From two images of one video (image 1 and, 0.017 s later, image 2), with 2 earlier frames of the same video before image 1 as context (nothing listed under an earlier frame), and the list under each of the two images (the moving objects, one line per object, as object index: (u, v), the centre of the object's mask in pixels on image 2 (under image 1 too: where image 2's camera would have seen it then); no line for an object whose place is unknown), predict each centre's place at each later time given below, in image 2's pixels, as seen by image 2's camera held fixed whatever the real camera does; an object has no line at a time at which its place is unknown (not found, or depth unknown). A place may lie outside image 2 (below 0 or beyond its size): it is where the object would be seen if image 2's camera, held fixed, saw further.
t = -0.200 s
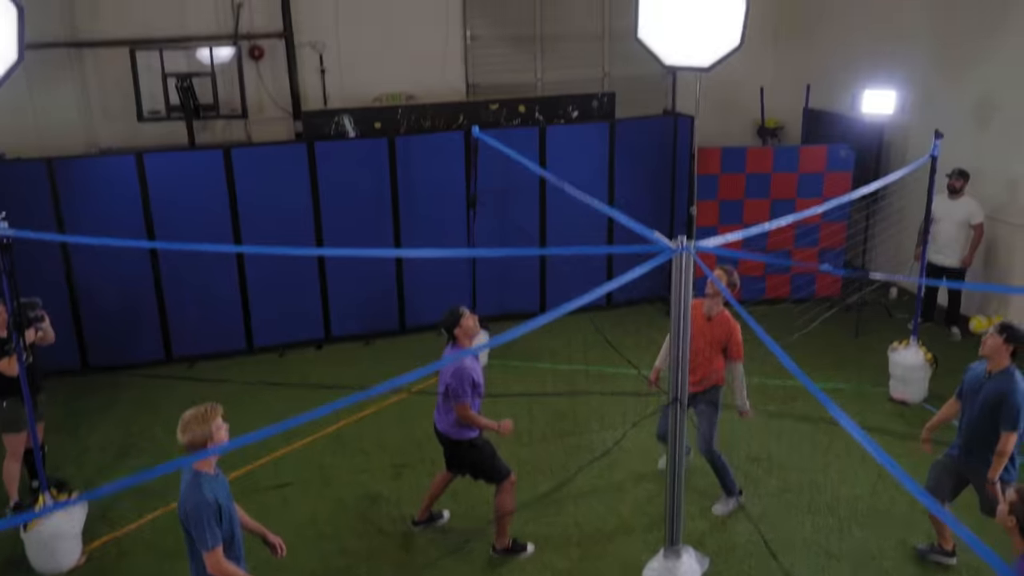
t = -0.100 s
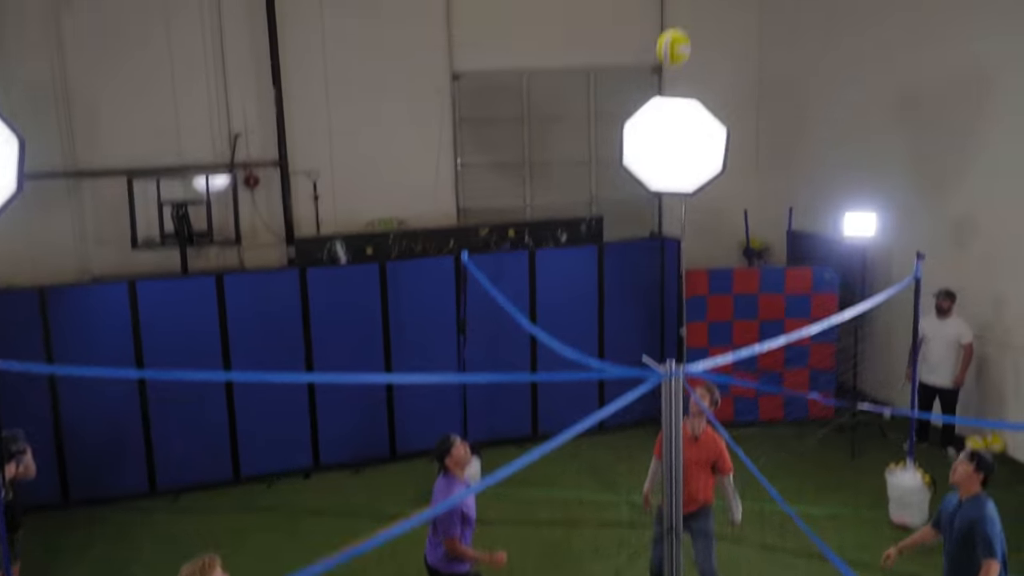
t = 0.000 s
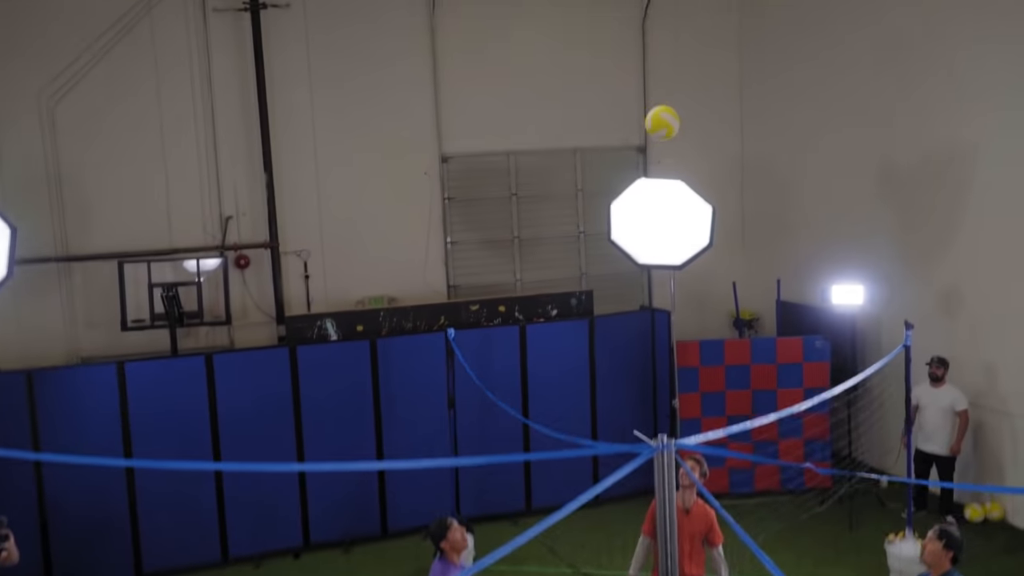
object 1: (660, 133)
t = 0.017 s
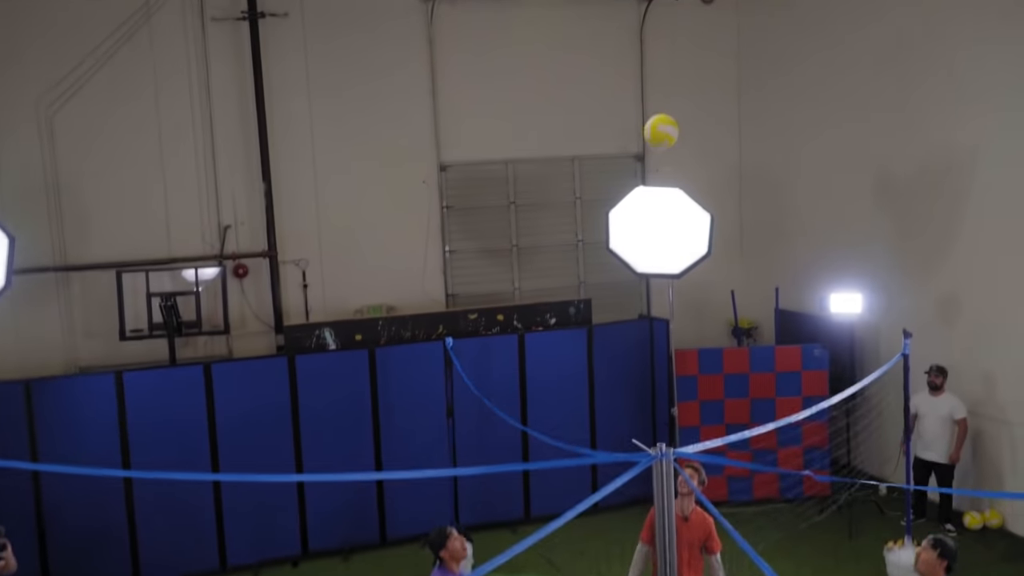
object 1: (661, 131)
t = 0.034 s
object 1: (662, 134)
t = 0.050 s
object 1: (663, 136)
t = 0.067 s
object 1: (665, 138)
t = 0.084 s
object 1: (665, 140)
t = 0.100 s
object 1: (667, 142)
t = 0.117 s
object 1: (668, 145)
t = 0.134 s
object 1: (669, 149)
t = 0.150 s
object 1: (670, 152)
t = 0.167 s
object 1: (671, 158)
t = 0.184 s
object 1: (673, 163)
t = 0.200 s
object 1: (676, 170)
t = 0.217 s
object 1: (678, 176)
